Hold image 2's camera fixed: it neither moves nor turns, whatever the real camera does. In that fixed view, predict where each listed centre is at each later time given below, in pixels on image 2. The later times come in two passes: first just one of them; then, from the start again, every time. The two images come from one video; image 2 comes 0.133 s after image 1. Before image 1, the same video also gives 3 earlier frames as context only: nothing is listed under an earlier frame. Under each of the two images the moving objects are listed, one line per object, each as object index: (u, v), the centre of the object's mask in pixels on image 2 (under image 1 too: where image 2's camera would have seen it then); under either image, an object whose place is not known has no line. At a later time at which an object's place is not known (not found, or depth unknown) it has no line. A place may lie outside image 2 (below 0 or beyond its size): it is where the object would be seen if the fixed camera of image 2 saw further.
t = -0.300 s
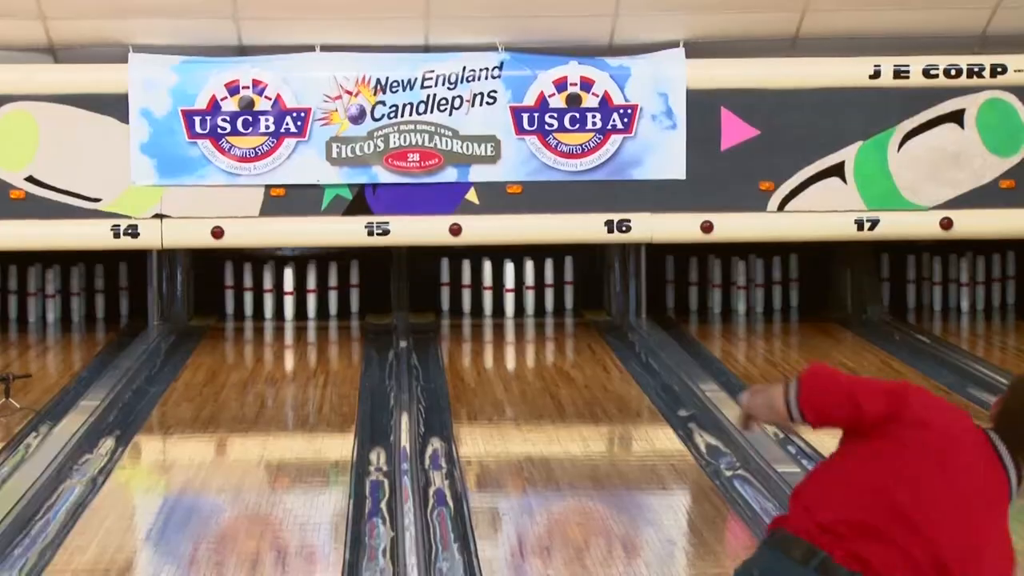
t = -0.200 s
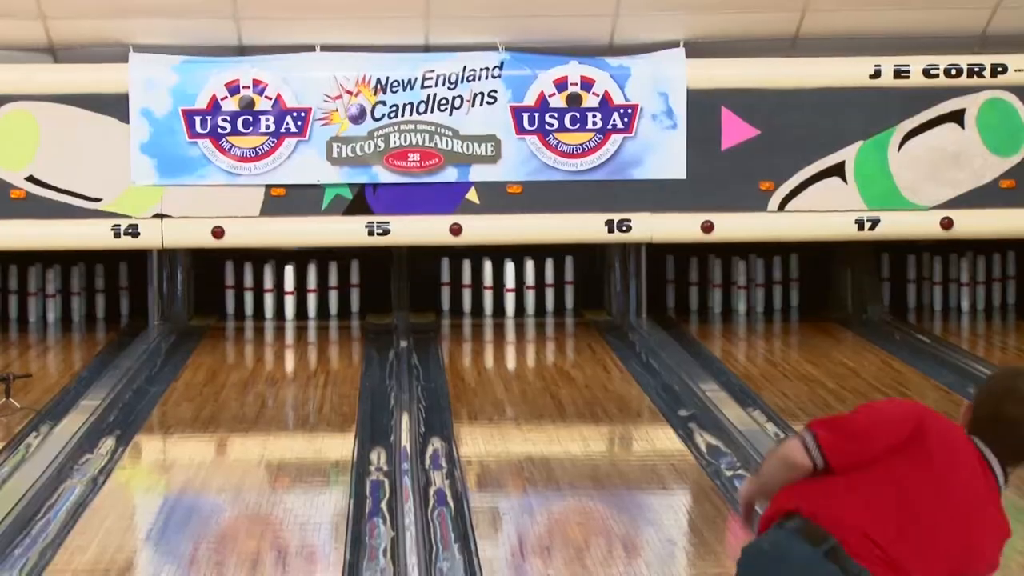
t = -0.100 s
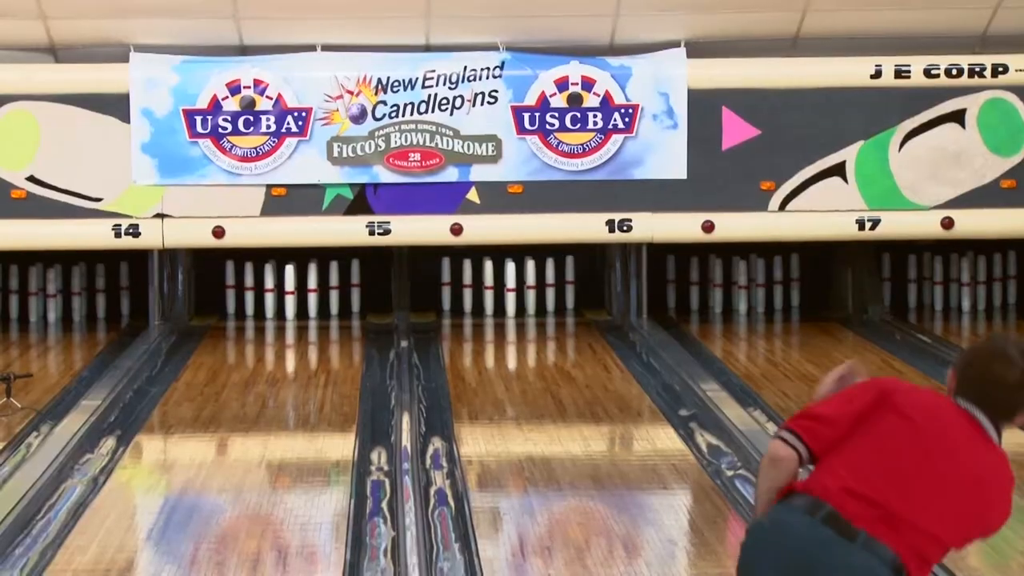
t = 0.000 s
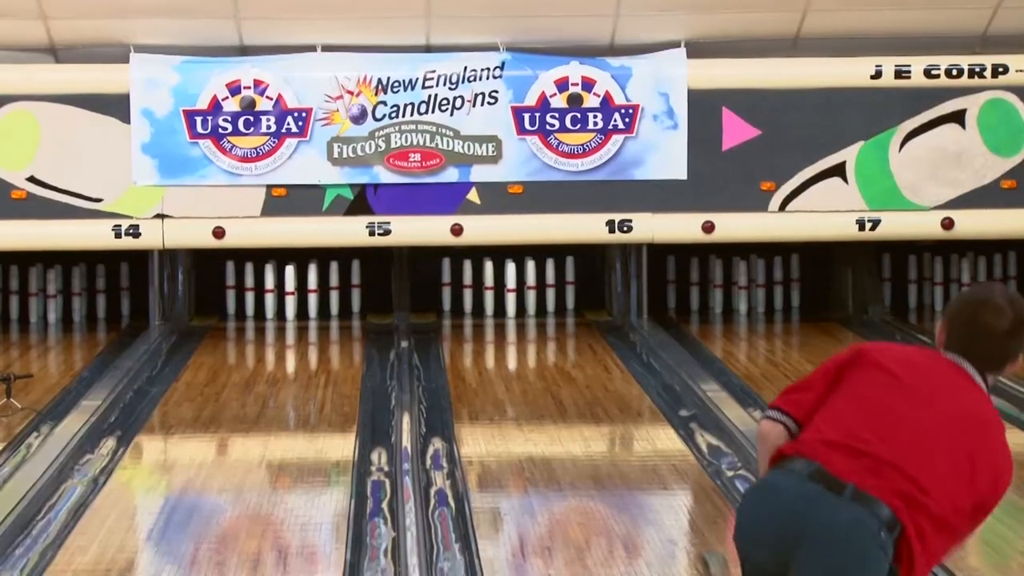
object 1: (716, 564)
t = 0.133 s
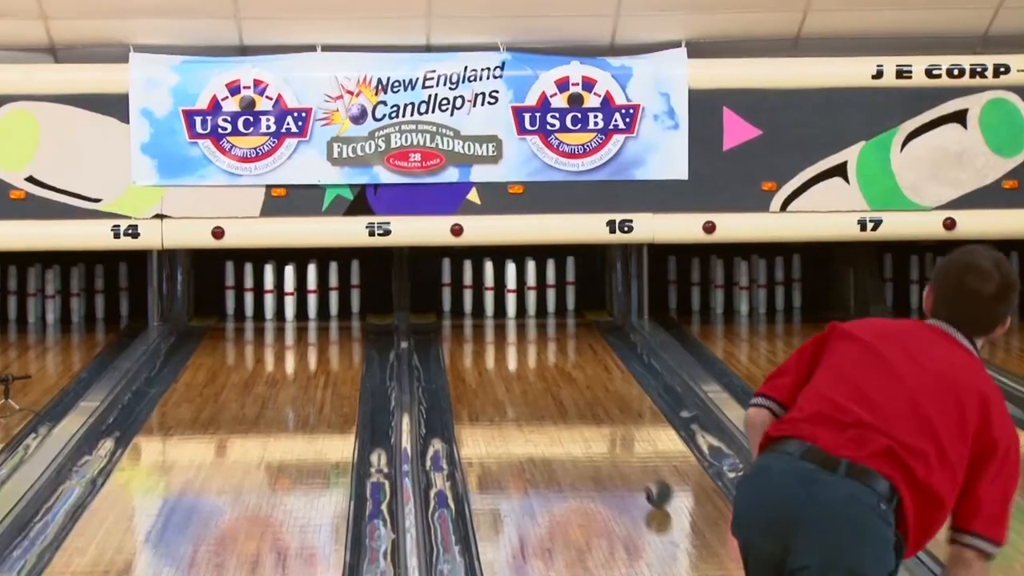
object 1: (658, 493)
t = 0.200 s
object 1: (636, 464)
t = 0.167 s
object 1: (647, 479)
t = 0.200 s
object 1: (636, 464)
